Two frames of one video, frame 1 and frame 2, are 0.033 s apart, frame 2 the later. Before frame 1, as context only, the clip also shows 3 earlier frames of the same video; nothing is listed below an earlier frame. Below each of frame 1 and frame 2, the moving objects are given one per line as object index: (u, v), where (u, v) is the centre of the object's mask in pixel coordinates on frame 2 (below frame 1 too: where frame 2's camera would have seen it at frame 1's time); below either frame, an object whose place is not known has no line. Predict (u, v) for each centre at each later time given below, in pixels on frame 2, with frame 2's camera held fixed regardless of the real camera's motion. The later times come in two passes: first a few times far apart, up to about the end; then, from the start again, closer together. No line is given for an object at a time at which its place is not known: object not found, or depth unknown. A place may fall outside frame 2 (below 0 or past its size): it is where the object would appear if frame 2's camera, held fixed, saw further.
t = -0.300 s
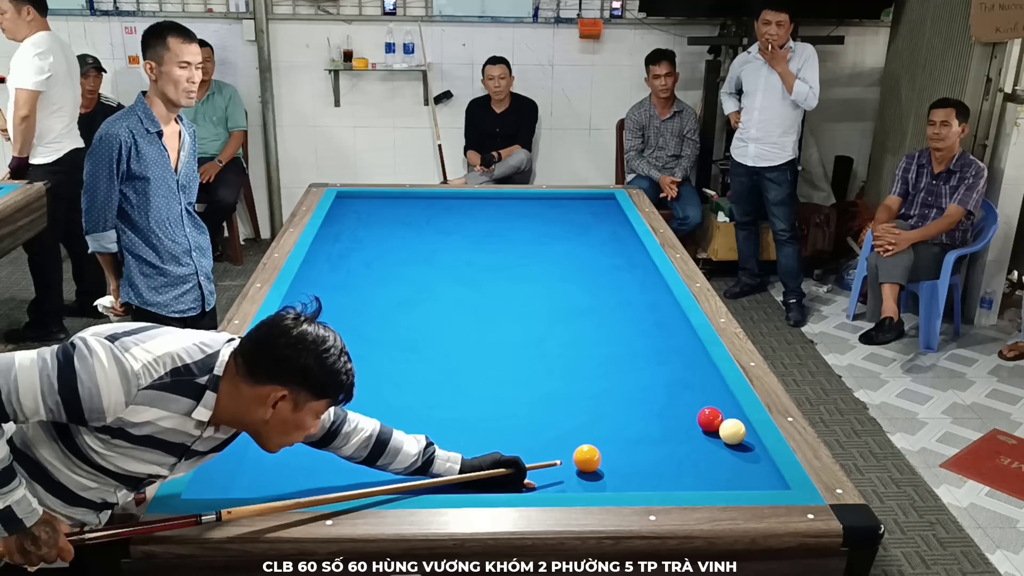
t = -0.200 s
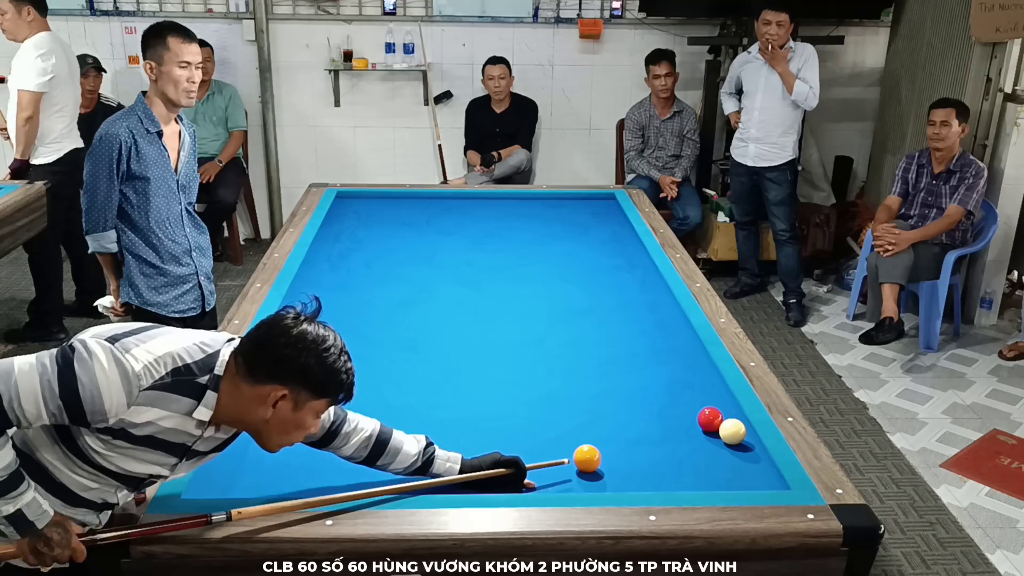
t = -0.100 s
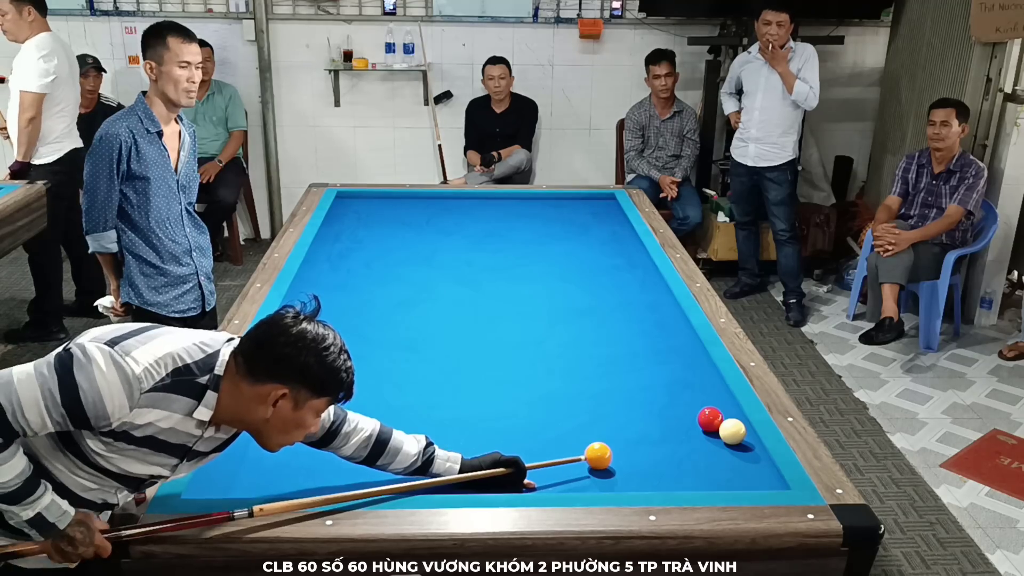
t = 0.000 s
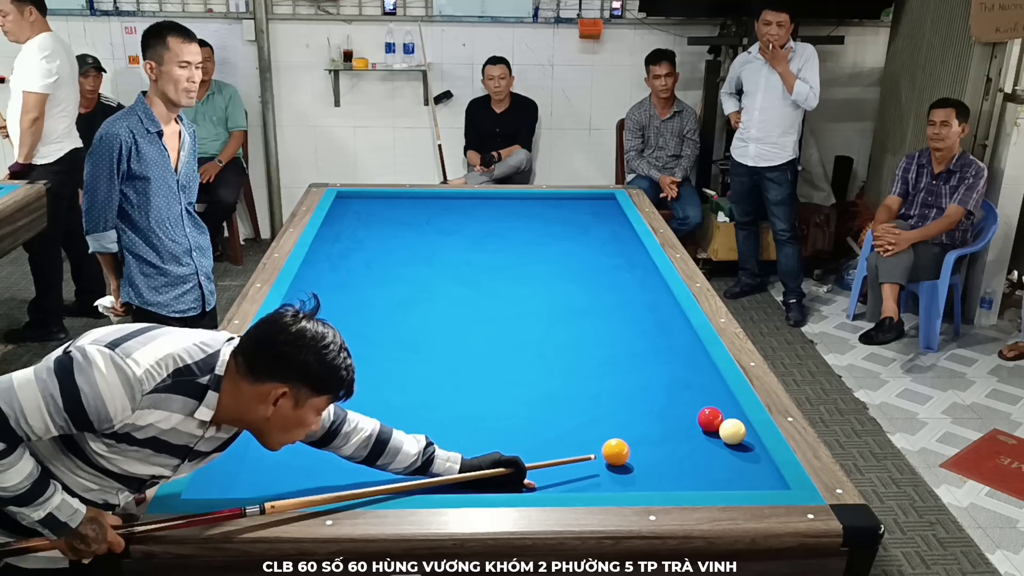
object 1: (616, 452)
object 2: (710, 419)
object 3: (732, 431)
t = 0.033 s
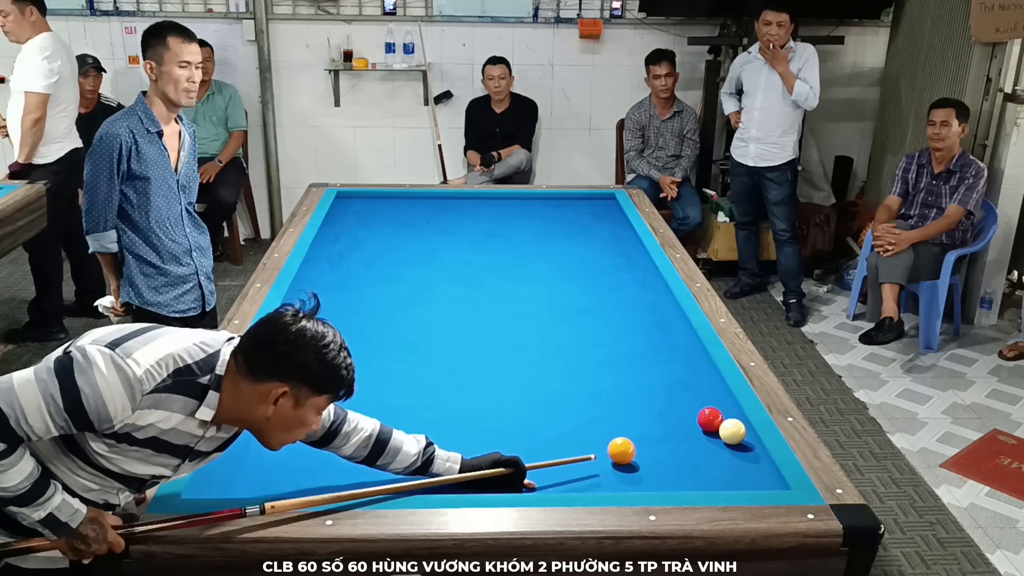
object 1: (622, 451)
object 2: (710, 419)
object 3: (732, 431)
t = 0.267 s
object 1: (660, 442)
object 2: (710, 419)
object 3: (732, 431)
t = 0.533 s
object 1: (701, 433)
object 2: (712, 417)
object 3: (732, 431)
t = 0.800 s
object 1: (709, 431)
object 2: (712, 413)
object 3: (735, 430)
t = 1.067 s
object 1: (700, 430)
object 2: (712, 412)
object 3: (734, 428)
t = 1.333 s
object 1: (694, 430)
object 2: (713, 410)
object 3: (733, 428)
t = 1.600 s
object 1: (689, 431)
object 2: (713, 408)
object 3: (733, 428)
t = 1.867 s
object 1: (685, 431)
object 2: (714, 407)
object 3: (733, 427)
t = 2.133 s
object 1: (682, 431)
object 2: (714, 406)
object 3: (733, 427)
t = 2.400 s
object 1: (681, 431)
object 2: (714, 406)
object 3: (733, 427)
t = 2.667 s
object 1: (681, 431)
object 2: (714, 406)
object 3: (733, 427)
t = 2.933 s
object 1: (681, 431)
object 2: (714, 406)
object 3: (733, 427)
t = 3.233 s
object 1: (681, 431)
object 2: (714, 406)
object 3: (733, 427)
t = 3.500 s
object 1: (681, 431)
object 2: (714, 406)
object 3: (733, 427)
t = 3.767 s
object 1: (681, 431)
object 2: (714, 406)
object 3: (733, 427)
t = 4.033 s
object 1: (681, 431)
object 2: (714, 406)
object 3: (733, 427)
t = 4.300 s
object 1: (681, 431)
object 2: (714, 406)
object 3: (733, 427)
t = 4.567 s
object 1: (681, 431)
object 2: (714, 406)
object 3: (733, 427)
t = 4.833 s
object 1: (681, 431)
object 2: (714, 406)
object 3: (733, 428)
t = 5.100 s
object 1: (681, 431)
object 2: (714, 406)
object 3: (733, 427)
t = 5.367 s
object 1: (681, 431)
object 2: (714, 406)
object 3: (733, 427)
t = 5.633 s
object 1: (681, 431)
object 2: (714, 406)
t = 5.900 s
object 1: (681, 431)
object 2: (714, 406)
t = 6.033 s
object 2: (717, 403)
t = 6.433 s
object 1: (682, 431)
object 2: (714, 406)
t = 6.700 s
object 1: (681, 431)
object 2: (715, 406)
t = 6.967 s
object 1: (681, 431)
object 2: (714, 406)
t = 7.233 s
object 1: (681, 431)
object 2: (714, 406)
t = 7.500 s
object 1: (681, 431)
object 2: (714, 406)
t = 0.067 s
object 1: (627, 449)
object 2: (710, 419)
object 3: (732, 431)
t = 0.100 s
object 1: (633, 448)
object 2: (710, 419)
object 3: (732, 431)
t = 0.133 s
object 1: (638, 447)
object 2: (710, 419)
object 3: (732, 431)
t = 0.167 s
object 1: (644, 446)
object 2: (710, 419)
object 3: (732, 431)
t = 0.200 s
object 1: (649, 445)
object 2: (710, 419)
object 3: (732, 431)
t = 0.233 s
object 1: (655, 443)
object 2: (710, 419)
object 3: (732, 431)
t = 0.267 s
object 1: (660, 442)
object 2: (710, 419)
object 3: (732, 431)
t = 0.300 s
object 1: (665, 441)
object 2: (710, 419)
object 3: (732, 431)
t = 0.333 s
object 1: (671, 440)
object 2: (710, 419)
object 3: (732, 431)
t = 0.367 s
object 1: (676, 439)
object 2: (710, 419)
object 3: (732, 431)
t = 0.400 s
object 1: (681, 438)
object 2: (710, 419)
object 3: (732, 431)
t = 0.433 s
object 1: (686, 437)
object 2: (710, 419)
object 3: (732, 431)
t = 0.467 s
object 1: (691, 436)
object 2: (710, 419)
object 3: (732, 431)
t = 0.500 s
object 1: (696, 435)
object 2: (711, 418)
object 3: (732, 431)
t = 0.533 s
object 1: (701, 433)
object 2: (712, 417)
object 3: (732, 431)
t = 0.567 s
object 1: (706, 433)
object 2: (711, 415)
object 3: (732, 431)
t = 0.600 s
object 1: (707, 432)
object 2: (712, 415)
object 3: (736, 431)
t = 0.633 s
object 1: (707, 431)
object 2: (712, 415)
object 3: (740, 431)
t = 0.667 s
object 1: (708, 431)
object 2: (712, 414)
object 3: (743, 430)
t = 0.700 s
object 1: (708, 431)
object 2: (711, 414)
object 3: (740, 430)
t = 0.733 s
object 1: (709, 431)
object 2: (711, 413)
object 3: (738, 430)
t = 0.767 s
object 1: (710, 430)
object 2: (711, 413)
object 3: (736, 430)
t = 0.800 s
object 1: (709, 431)
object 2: (712, 413)
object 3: (735, 430)
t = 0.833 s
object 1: (707, 430)
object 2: (712, 413)
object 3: (735, 429)
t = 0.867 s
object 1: (706, 430)
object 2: (712, 413)
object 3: (735, 429)
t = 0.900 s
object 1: (705, 430)
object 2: (712, 412)
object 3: (735, 429)
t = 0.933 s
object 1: (704, 430)
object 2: (712, 412)
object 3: (734, 429)
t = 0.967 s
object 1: (703, 430)
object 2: (713, 412)
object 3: (734, 428)
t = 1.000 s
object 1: (702, 430)
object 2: (712, 412)
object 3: (734, 428)
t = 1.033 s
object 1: (701, 430)
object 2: (713, 412)
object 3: (734, 428)
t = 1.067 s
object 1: (700, 430)
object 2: (712, 412)
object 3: (734, 428)
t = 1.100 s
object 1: (699, 430)
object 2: (712, 412)
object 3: (733, 428)
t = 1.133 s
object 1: (699, 430)
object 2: (712, 412)
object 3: (733, 428)
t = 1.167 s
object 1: (698, 430)
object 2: (712, 411)
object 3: (733, 428)
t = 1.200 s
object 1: (697, 430)
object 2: (712, 411)
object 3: (733, 428)
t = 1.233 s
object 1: (696, 430)
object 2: (712, 411)
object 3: (733, 427)
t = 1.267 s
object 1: (695, 430)
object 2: (712, 411)
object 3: (733, 427)
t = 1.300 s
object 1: (695, 430)
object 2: (712, 411)
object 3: (733, 428)
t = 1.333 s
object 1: (694, 430)
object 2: (713, 410)
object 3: (733, 428)
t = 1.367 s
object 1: (693, 430)
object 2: (713, 410)
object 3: (733, 427)
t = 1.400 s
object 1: (693, 430)
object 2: (713, 410)
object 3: (733, 427)
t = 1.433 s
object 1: (692, 430)
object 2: (713, 409)
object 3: (733, 427)
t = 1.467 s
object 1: (691, 430)
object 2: (713, 409)
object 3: (733, 427)
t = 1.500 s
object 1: (691, 430)
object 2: (713, 409)
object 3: (733, 427)
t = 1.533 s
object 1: (690, 430)
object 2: (713, 409)
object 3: (733, 427)
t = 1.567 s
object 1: (689, 430)
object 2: (713, 408)
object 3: (733, 427)
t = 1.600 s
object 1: (689, 431)
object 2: (713, 408)
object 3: (733, 428)
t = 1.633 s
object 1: (688, 430)
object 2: (713, 408)
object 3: (733, 427)
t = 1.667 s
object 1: (688, 430)
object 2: (713, 408)
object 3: (733, 427)
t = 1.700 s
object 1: (687, 430)
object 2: (713, 408)
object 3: (733, 427)
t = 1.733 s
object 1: (687, 431)
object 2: (714, 408)
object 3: (733, 427)
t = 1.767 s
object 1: (686, 430)
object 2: (714, 407)
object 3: (733, 427)
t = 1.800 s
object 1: (686, 431)
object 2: (714, 407)
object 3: (733, 428)
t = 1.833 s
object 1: (685, 430)
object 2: (714, 407)
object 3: (733, 427)
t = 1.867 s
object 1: (685, 431)
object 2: (714, 407)
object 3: (733, 427)
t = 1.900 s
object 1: (684, 431)
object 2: (714, 407)
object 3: (733, 427)
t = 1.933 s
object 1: (684, 431)
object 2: (714, 407)
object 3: (733, 428)
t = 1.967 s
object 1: (684, 431)
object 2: (714, 407)
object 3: (733, 427)
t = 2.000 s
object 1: (684, 431)
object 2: (714, 406)
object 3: (733, 427)
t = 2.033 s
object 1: (683, 431)
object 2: (714, 406)
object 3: (733, 428)
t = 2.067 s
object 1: (683, 431)
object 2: (714, 406)
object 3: (733, 427)
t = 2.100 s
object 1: (683, 431)
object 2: (714, 406)
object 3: (733, 427)
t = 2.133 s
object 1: (682, 431)
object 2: (714, 406)
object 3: (733, 427)
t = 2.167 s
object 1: (682, 431)
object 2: (714, 406)
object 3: (733, 428)
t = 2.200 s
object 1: (682, 431)
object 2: (714, 406)
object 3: (733, 427)
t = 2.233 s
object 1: (682, 431)
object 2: (714, 406)
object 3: (733, 427)
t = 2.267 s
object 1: (682, 431)
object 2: (714, 406)
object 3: (733, 427)
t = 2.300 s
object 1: (681, 431)
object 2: (714, 406)
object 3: (733, 427)
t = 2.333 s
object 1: (681, 431)
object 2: (714, 406)
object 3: (733, 428)
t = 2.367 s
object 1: (681, 431)
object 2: (714, 406)
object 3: (733, 427)
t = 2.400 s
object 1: (681, 431)
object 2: (714, 406)
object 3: (733, 427)
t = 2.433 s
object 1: (681, 431)
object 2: (714, 406)
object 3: (733, 427)
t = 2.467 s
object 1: (681, 431)
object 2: (714, 406)
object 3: (733, 427)
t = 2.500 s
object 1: (681, 431)
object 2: (714, 406)
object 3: (733, 428)
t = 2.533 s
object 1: (681, 431)
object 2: (714, 406)
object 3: (733, 427)
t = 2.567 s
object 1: (681, 431)
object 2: (714, 406)
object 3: (733, 427)
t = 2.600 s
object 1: (681, 431)
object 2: (714, 406)
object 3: (733, 427)
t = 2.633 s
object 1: (681, 431)
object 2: (714, 406)
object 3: (733, 427)
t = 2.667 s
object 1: (681, 431)
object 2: (714, 406)
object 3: (733, 427)
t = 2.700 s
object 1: (681, 431)
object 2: (714, 406)
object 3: (733, 427)
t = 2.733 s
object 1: (681, 431)
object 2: (714, 406)
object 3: (733, 427)
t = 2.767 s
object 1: (681, 431)
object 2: (714, 406)
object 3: (733, 427)
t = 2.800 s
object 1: (681, 431)
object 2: (714, 406)
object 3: (733, 427)
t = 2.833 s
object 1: (681, 431)
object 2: (714, 406)
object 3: (733, 427)
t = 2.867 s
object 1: (681, 431)
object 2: (714, 406)
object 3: (733, 427)
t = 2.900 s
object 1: (681, 431)
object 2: (714, 406)
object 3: (733, 427)
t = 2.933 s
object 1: (681, 431)
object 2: (714, 406)
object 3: (733, 427)
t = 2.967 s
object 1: (681, 431)
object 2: (714, 406)
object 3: (733, 427)
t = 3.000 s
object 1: (681, 431)
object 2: (714, 406)
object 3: (733, 427)
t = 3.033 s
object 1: (681, 431)
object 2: (714, 406)
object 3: (733, 427)
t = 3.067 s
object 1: (681, 431)
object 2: (714, 406)
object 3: (733, 427)
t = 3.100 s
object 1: (681, 431)
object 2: (714, 406)
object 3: (733, 427)
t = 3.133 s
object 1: (681, 431)
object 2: (714, 406)
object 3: (733, 427)
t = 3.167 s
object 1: (681, 431)
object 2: (714, 406)
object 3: (733, 427)
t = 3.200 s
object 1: (681, 431)
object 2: (714, 406)
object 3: (733, 427)
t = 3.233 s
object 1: (681, 431)
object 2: (714, 406)
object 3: (733, 427)
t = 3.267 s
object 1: (681, 431)
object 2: (714, 406)
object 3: (733, 427)
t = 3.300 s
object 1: (681, 431)
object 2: (714, 406)
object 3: (733, 427)
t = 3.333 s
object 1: (681, 431)
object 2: (714, 406)
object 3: (733, 427)
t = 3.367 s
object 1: (681, 431)
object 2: (714, 406)
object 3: (733, 427)
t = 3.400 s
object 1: (681, 431)
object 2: (715, 406)
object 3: (733, 427)
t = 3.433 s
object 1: (681, 431)
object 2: (715, 406)
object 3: (733, 428)
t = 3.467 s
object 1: (681, 431)
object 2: (715, 406)
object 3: (733, 428)
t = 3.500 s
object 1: (681, 431)
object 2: (714, 406)
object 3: (733, 427)
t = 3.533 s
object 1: (681, 431)
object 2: (714, 406)
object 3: (733, 427)
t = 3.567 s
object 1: (681, 431)
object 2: (715, 406)
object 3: (733, 428)
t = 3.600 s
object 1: (681, 431)
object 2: (715, 406)
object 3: (733, 428)
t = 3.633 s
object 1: (681, 431)
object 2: (715, 406)
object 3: (733, 427)
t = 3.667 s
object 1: (681, 431)
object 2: (714, 406)
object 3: (733, 427)
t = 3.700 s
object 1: (681, 431)
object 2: (714, 406)
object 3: (733, 427)
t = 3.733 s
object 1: (681, 431)
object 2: (715, 406)
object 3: (733, 427)
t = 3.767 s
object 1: (681, 431)
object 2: (714, 406)
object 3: (733, 427)
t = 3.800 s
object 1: (681, 431)
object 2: (714, 406)
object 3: (733, 427)
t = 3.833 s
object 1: (681, 431)
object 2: (715, 406)
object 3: (733, 427)
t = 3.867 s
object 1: (681, 431)
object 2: (715, 406)
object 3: (733, 427)
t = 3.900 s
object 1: (681, 431)
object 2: (714, 406)
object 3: (733, 427)
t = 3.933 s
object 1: (681, 431)
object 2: (714, 406)
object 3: (733, 427)
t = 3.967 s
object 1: (681, 431)
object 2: (714, 406)
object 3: (733, 427)
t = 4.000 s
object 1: (681, 431)
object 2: (714, 406)
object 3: (733, 427)
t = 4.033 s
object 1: (681, 431)
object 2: (714, 406)
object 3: (733, 427)
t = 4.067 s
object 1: (681, 431)
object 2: (714, 406)
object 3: (733, 428)
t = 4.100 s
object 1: (681, 431)
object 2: (714, 406)
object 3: (733, 428)
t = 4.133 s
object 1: (681, 431)
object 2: (714, 406)
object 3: (733, 427)
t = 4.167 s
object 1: (681, 431)
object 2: (714, 406)
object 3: (733, 427)
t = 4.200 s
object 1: (681, 431)
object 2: (714, 406)
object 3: (733, 427)
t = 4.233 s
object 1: (681, 431)
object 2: (714, 406)
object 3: (733, 427)
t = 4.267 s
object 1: (681, 431)
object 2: (714, 406)
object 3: (733, 427)
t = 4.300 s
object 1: (681, 431)
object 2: (714, 406)
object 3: (733, 427)
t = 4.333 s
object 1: (681, 431)
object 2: (714, 406)
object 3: (733, 427)
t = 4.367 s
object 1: (681, 431)
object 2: (714, 406)
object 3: (733, 427)
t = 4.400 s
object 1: (681, 431)
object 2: (714, 406)
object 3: (733, 428)
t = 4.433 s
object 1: (681, 431)
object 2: (714, 406)
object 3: (733, 428)
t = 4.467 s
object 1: (681, 431)
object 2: (714, 406)
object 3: (733, 427)
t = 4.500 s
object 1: (681, 431)
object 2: (714, 406)
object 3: (733, 427)
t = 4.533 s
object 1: (681, 431)
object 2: (714, 406)
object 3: (733, 427)
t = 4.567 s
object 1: (681, 431)
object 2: (714, 406)
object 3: (733, 427)
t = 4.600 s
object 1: (681, 431)
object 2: (714, 406)
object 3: (733, 427)
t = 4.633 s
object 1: (681, 431)
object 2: (714, 406)
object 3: (733, 428)
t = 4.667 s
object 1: (681, 431)
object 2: (714, 406)
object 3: (733, 428)
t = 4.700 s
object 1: (681, 431)
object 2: (714, 406)
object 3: (733, 427)
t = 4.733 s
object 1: (681, 431)
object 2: (714, 406)
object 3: (733, 427)
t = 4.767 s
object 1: (681, 431)
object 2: (714, 406)
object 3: (733, 427)
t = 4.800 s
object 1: (681, 431)
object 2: (714, 406)
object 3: (733, 428)
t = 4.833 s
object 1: (681, 431)
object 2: (714, 406)
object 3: (733, 428)
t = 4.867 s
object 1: (681, 431)
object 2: (714, 406)
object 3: (733, 427)
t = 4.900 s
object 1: (681, 431)
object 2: (714, 406)
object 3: (733, 427)
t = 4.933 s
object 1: (681, 431)
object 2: (714, 406)
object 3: (733, 427)
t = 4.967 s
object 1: (681, 431)
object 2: (714, 406)
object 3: (733, 428)
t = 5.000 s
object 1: (681, 431)
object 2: (714, 406)
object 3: (733, 427)
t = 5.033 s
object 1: (681, 431)
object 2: (714, 406)
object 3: (733, 428)
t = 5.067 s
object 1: (681, 431)
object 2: (714, 406)
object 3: (733, 428)
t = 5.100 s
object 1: (681, 431)
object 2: (714, 406)
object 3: (733, 427)
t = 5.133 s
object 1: (681, 431)
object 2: (714, 406)
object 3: (733, 427)
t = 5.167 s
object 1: (681, 431)
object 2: (714, 406)
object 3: (733, 427)
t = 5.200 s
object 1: (681, 431)
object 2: (714, 406)
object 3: (733, 427)
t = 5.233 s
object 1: (681, 431)
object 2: (714, 406)
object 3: (733, 427)
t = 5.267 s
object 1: (681, 431)
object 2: (714, 406)
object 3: (733, 428)
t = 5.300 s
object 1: (681, 431)
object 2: (714, 406)
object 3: (733, 428)
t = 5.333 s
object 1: (681, 431)
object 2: (714, 406)
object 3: (733, 427)
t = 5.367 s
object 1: (681, 431)
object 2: (714, 406)
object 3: (733, 427)
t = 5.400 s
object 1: (681, 431)
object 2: (714, 406)
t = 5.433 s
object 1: (681, 431)
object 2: (714, 406)
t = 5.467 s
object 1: (681, 431)
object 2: (715, 406)
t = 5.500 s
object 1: (681, 431)
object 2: (714, 406)
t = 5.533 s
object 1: (681, 431)
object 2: (714, 406)
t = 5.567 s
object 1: (681, 431)
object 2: (714, 406)
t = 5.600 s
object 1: (681, 431)
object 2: (714, 406)
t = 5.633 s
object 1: (681, 431)
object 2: (714, 406)
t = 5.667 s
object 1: (681, 431)
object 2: (714, 406)
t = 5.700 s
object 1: (681, 431)
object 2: (714, 406)
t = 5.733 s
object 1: (681, 431)
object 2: (714, 406)
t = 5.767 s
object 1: (681, 431)
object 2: (714, 406)
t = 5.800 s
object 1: (681, 431)
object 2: (714, 406)
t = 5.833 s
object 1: (681, 431)
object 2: (714, 406)
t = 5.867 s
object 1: (681, 431)
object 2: (714, 406)
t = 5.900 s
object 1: (681, 431)
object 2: (714, 406)
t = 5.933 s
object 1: (681, 431)
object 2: (714, 406)
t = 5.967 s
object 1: (681, 430)
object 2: (714, 406)
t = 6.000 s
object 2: (714, 406)
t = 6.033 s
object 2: (717, 403)
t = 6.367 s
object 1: (675, 429)
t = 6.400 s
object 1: (682, 431)
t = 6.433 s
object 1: (682, 431)
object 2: (714, 406)
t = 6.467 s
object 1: (681, 431)
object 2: (715, 406)
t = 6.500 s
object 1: (681, 431)
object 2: (715, 406)
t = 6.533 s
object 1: (681, 431)
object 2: (715, 406)
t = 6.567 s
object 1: (681, 431)
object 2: (715, 406)
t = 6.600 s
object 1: (681, 431)
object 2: (715, 406)
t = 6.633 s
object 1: (681, 431)
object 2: (715, 406)
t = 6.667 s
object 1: (681, 431)
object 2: (715, 406)
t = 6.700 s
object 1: (681, 431)
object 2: (715, 406)
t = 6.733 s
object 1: (681, 431)
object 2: (715, 406)
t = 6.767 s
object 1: (681, 431)
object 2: (714, 406)
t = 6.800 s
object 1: (681, 431)
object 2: (715, 406)
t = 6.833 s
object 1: (681, 431)
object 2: (715, 406)
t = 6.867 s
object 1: (681, 431)
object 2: (714, 406)
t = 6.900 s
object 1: (681, 431)
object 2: (714, 406)
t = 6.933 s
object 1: (681, 431)
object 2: (714, 406)
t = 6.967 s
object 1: (681, 431)
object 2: (714, 406)
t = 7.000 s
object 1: (681, 431)
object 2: (714, 406)
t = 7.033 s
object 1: (681, 431)
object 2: (714, 406)
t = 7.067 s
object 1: (681, 431)
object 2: (714, 406)
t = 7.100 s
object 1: (681, 431)
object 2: (714, 406)
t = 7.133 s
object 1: (681, 431)
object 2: (714, 406)
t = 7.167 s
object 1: (681, 431)
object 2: (714, 406)
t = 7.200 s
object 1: (681, 431)
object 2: (714, 406)
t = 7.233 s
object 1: (681, 431)
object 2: (714, 406)
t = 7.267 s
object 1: (681, 431)
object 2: (714, 406)
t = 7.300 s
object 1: (681, 431)
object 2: (714, 406)
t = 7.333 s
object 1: (681, 431)
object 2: (714, 406)
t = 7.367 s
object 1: (681, 431)
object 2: (714, 406)
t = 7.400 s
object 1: (681, 431)
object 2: (714, 406)
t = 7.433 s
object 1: (681, 431)
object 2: (714, 406)
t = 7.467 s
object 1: (681, 431)
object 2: (714, 406)
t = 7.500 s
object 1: (681, 431)
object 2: (714, 406)
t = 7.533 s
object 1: (681, 431)
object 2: (714, 406)
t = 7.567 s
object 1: (681, 431)
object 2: (714, 406)
